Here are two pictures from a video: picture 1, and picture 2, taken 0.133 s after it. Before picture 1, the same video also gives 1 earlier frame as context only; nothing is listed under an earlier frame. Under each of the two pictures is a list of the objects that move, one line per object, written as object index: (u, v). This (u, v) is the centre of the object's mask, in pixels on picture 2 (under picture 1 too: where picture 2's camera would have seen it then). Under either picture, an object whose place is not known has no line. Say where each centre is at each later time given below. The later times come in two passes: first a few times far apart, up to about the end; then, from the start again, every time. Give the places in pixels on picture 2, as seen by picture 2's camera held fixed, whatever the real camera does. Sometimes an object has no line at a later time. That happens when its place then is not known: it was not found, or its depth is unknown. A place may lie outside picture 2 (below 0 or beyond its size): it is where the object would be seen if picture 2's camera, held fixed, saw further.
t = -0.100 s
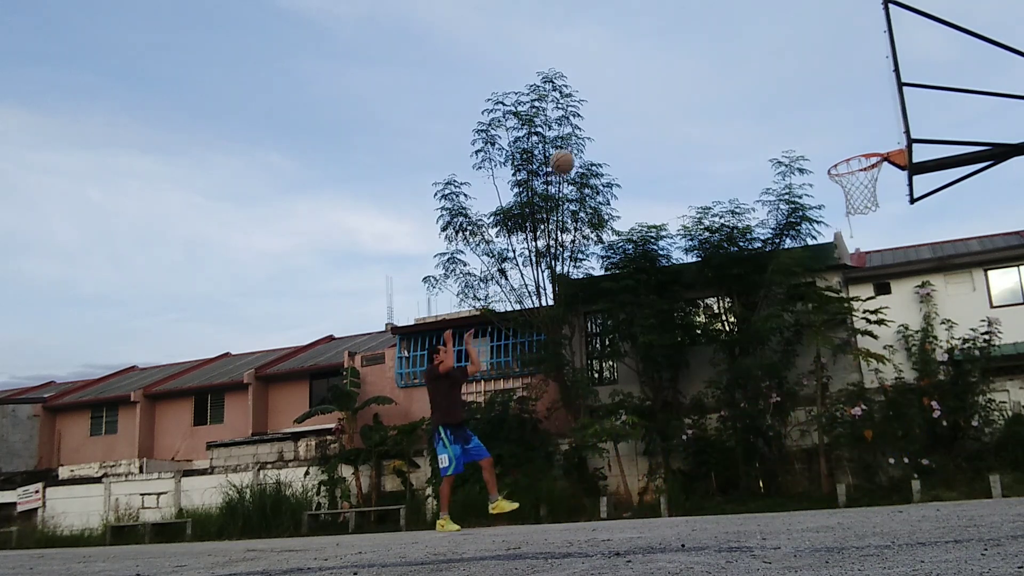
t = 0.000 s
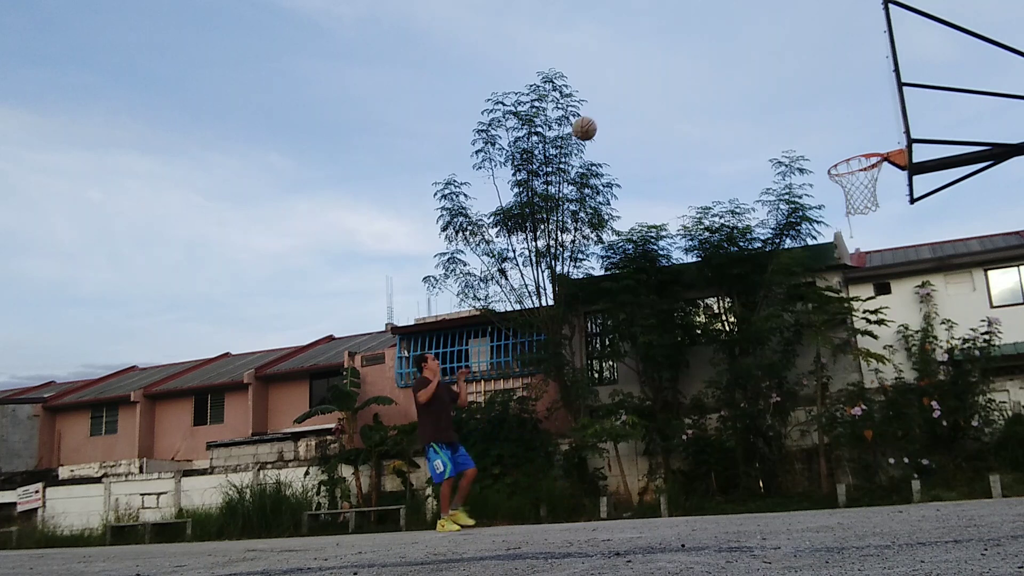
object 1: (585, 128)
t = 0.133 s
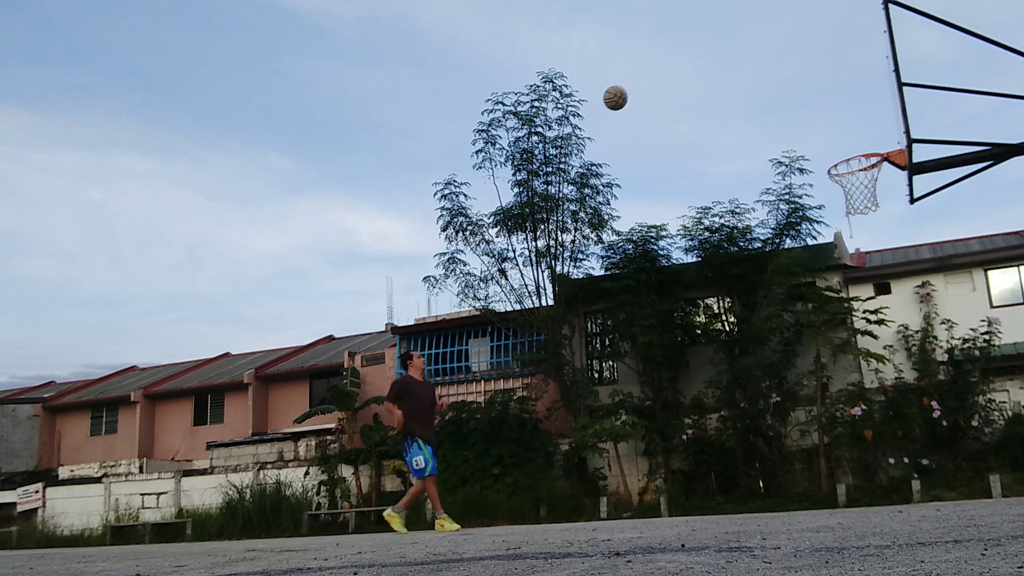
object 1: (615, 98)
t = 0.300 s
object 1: (656, 82)
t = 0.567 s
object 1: (730, 112)
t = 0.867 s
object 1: (832, 239)
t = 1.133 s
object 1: (955, 459)
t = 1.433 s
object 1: (973, 336)
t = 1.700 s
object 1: (988, 270)
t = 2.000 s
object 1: (1016, 296)
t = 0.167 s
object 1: (623, 92)
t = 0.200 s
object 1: (631, 88)
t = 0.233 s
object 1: (639, 85)
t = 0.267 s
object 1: (648, 83)
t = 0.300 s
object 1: (656, 82)
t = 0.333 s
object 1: (665, 82)
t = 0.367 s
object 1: (673, 83)
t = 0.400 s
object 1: (682, 85)
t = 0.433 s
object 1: (691, 88)
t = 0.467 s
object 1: (701, 92)
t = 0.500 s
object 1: (710, 97)
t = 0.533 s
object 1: (720, 104)
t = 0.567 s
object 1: (730, 112)
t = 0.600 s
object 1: (740, 120)
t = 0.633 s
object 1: (750, 130)
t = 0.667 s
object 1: (761, 142)
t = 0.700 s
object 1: (771, 154)
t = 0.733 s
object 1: (783, 168)
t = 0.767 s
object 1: (795, 183)
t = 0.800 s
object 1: (807, 200)
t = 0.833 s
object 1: (819, 218)
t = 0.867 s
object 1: (832, 239)
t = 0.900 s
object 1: (846, 260)
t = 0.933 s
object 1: (859, 282)
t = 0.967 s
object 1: (874, 308)
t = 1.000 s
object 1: (889, 334)
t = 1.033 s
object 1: (904, 361)
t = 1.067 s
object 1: (920, 392)
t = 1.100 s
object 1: (937, 425)
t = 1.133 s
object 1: (955, 459)
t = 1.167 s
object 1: (970, 487)
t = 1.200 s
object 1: (970, 465)
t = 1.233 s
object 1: (970, 442)
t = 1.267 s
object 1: (970, 421)
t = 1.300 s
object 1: (970, 401)
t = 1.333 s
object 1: (970, 383)
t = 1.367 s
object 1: (971, 365)
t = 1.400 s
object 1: (971, 349)
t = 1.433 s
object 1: (973, 336)
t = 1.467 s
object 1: (974, 323)
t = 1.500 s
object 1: (975, 312)
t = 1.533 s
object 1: (977, 301)
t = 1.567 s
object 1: (978, 293)
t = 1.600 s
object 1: (980, 285)
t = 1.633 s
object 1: (983, 279)
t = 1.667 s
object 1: (985, 274)
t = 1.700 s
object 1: (988, 270)
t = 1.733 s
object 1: (991, 268)
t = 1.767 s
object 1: (994, 267)
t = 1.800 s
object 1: (997, 267)
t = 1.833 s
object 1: (1000, 268)
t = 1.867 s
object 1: (1004, 271)
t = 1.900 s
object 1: (1009, 275)
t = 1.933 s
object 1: (1011, 281)
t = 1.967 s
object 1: (1014, 289)
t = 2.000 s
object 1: (1016, 296)
